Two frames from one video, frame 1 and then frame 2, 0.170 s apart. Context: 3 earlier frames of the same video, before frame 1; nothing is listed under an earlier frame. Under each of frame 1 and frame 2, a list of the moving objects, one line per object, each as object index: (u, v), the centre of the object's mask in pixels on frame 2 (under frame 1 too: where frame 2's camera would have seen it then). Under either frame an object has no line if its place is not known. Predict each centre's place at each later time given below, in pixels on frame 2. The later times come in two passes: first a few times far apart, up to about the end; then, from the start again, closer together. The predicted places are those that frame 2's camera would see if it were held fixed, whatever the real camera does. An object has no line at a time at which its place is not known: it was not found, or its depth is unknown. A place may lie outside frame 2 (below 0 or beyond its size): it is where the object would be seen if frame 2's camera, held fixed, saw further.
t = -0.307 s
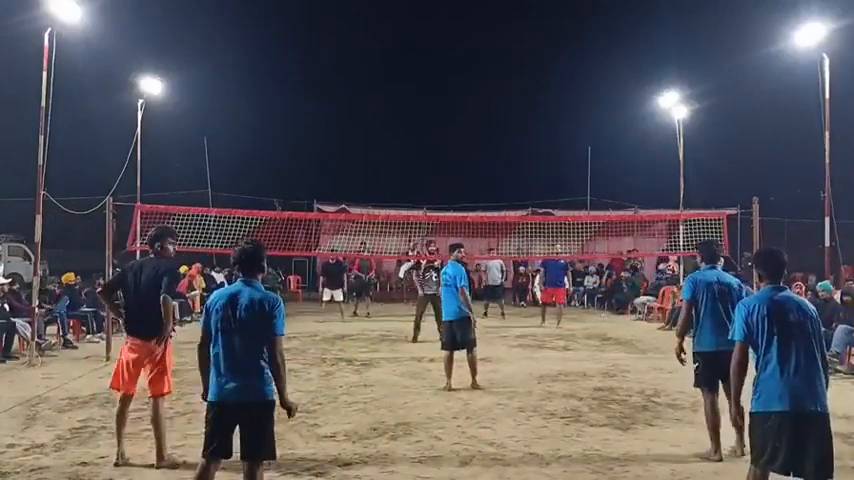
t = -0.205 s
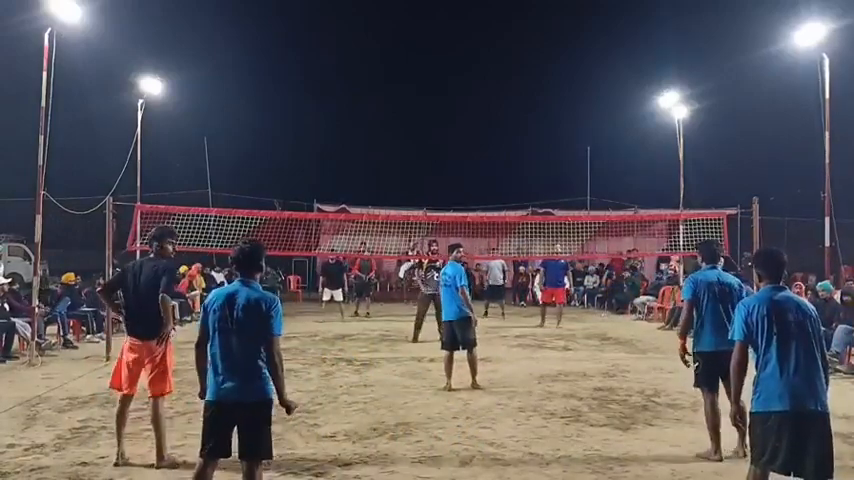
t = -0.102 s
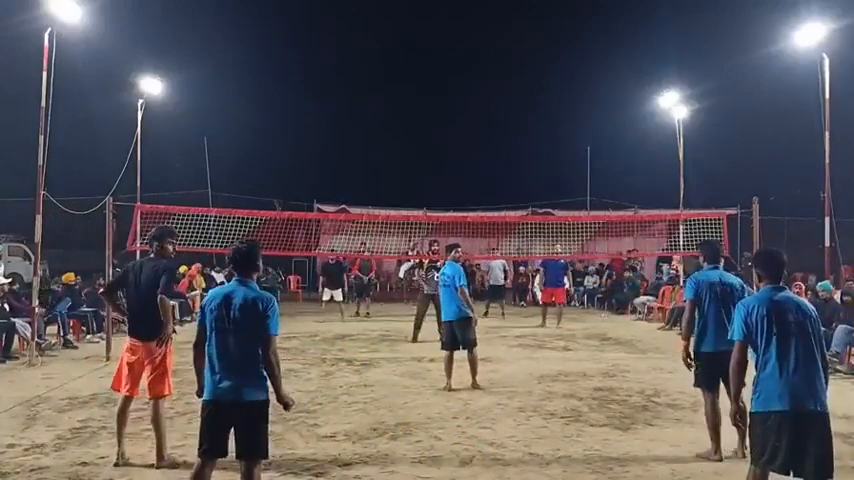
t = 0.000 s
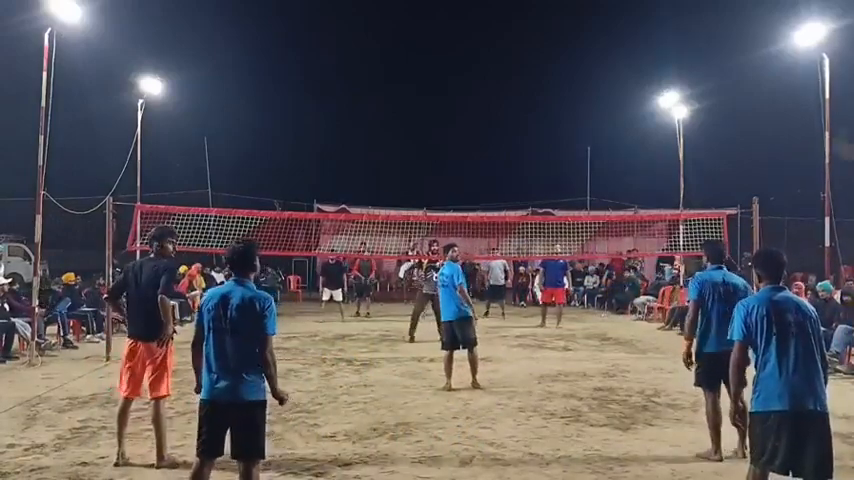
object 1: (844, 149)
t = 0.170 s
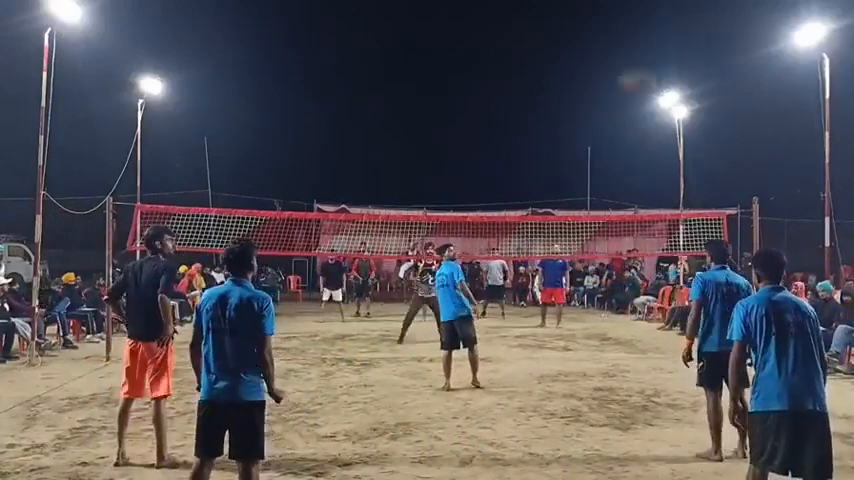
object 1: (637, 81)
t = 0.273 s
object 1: (563, 72)
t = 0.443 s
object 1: (482, 82)
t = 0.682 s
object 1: (414, 121)
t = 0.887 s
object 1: (377, 168)
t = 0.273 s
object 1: (563, 72)
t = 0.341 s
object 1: (526, 73)
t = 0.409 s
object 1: (495, 78)
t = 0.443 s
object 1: (482, 82)
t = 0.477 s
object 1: (469, 86)
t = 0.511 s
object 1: (458, 90)
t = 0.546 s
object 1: (448, 96)
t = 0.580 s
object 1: (438, 101)
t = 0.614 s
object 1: (430, 107)
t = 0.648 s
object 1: (422, 114)
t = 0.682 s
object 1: (414, 121)
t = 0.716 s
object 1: (407, 128)
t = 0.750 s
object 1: (400, 135)
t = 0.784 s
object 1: (394, 143)
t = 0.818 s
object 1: (388, 151)
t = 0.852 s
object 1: (382, 159)
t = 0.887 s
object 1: (377, 168)
